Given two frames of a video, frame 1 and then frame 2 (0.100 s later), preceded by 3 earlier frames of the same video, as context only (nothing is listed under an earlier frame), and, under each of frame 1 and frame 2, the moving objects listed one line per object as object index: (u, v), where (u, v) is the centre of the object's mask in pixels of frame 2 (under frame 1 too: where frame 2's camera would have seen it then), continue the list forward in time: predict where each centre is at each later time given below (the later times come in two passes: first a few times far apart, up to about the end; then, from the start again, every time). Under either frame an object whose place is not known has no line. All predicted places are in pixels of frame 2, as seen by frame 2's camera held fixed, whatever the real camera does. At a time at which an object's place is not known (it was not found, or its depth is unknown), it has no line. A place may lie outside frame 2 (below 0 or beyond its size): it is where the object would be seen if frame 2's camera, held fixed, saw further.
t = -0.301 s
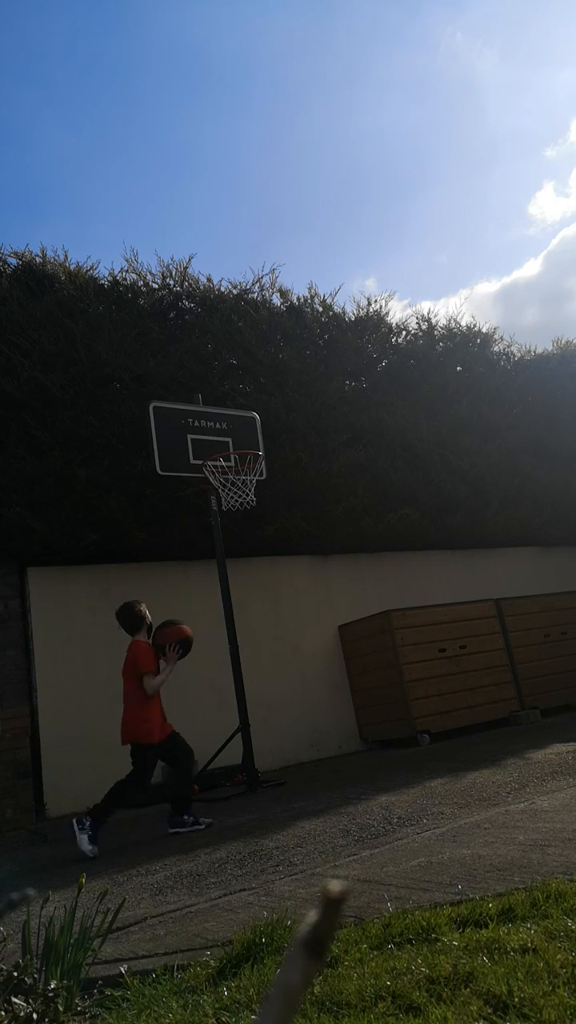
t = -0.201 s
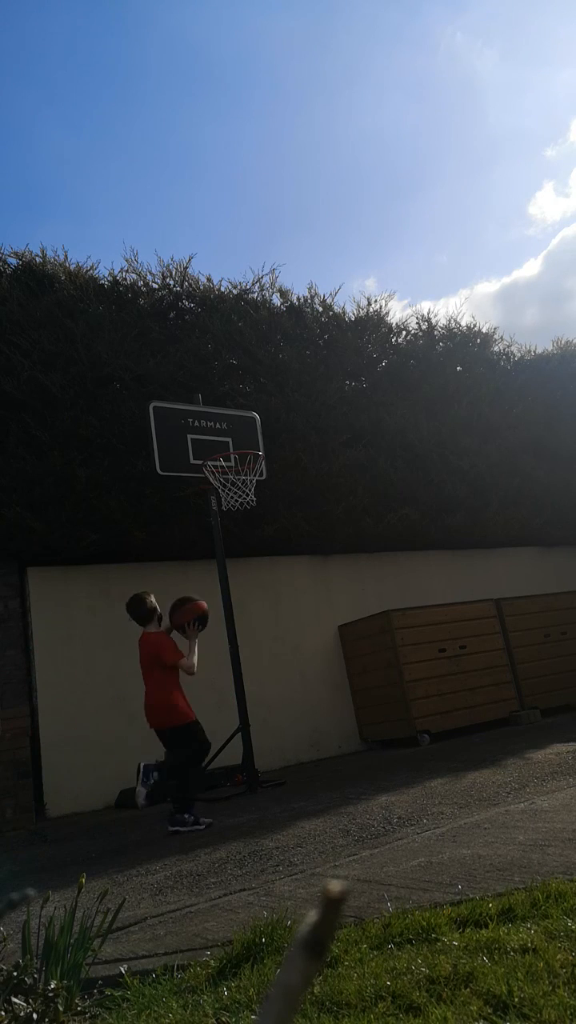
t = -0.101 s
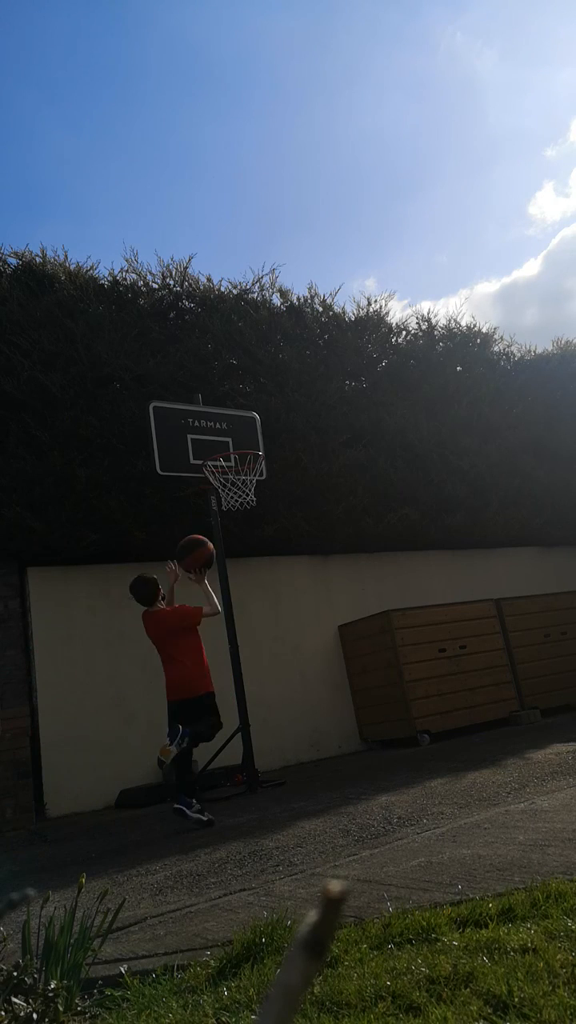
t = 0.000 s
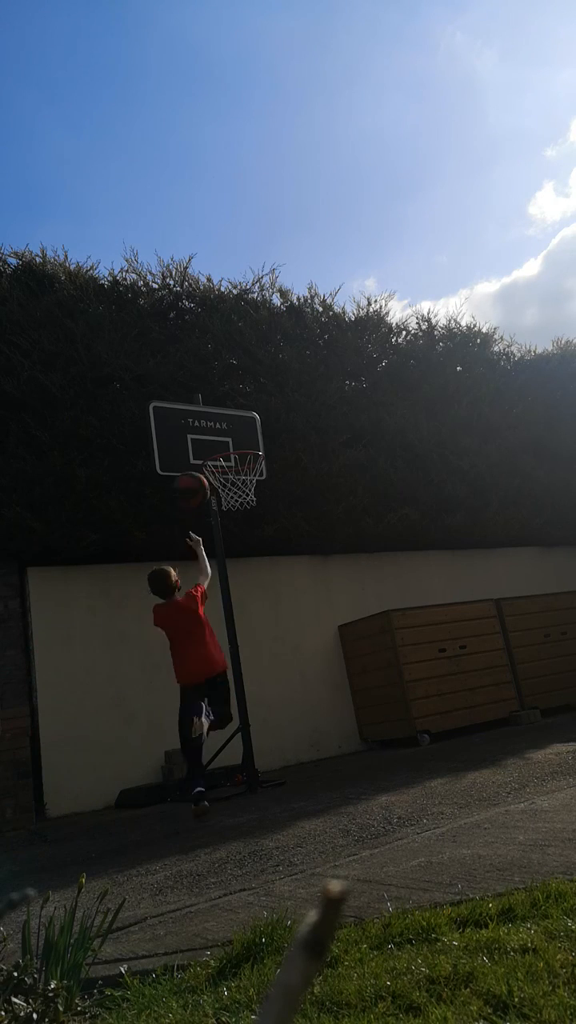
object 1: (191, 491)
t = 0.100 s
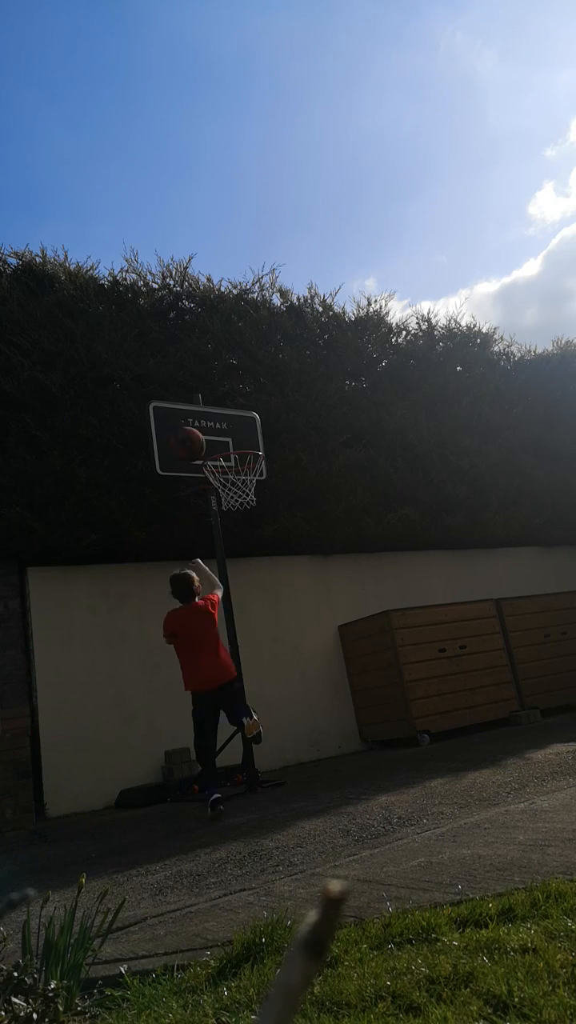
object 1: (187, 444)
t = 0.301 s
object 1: (187, 404)
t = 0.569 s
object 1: (196, 424)
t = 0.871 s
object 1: (258, 471)
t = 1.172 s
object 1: (261, 502)
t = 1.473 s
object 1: (266, 638)
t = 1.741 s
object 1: (264, 718)
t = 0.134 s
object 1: (192, 432)
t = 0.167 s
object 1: (191, 423)
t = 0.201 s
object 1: (187, 416)
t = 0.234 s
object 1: (187, 410)
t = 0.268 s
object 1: (186, 406)
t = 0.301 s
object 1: (187, 404)
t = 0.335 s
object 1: (187, 403)
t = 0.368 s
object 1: (188, 403)
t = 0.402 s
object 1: (188, 403)
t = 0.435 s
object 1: (189, 405)
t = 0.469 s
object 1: (191, 408)
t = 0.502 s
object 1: (192, 415)
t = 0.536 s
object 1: (194, 420)
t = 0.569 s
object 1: (196, 424)
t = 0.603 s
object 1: (200, 429)
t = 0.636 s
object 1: (206, 434)
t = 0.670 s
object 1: (209, 444)
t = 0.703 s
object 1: (213, 448)
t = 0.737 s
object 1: (224, 457)
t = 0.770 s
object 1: (231, 461)
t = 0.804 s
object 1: (237, 466)
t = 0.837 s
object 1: (246, 468)
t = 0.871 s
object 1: (258, 471)
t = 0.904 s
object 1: (253, 471)
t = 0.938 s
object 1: (262, 471)
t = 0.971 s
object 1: (252, 467)
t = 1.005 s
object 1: (273, 483)
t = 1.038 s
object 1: (266, 488)
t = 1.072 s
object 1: (263, 491)
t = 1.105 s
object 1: (263, 494)
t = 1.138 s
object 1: (262, 498)
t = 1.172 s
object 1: (261, 502)
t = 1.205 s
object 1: (261, 510)
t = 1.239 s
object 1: (261, 520)
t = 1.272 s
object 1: (262, 532)
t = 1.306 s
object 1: (260, 549)
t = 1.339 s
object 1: (261, 563)
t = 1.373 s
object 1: (262, 580)
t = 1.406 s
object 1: (263, 597)
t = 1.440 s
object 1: (264, 617)
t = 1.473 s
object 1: (266, 638)
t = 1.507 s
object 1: (268, 661)
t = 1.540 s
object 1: (270, 686)
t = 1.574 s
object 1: (272, 712)
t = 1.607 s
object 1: (275, 741)
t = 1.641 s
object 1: (278, 773)
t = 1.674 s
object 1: (274, 760)
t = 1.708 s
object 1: (268, 738)
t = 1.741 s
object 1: (264, 718)
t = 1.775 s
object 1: (259, 700)
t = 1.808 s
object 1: (255, 683)
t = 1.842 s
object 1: (251, 668)
